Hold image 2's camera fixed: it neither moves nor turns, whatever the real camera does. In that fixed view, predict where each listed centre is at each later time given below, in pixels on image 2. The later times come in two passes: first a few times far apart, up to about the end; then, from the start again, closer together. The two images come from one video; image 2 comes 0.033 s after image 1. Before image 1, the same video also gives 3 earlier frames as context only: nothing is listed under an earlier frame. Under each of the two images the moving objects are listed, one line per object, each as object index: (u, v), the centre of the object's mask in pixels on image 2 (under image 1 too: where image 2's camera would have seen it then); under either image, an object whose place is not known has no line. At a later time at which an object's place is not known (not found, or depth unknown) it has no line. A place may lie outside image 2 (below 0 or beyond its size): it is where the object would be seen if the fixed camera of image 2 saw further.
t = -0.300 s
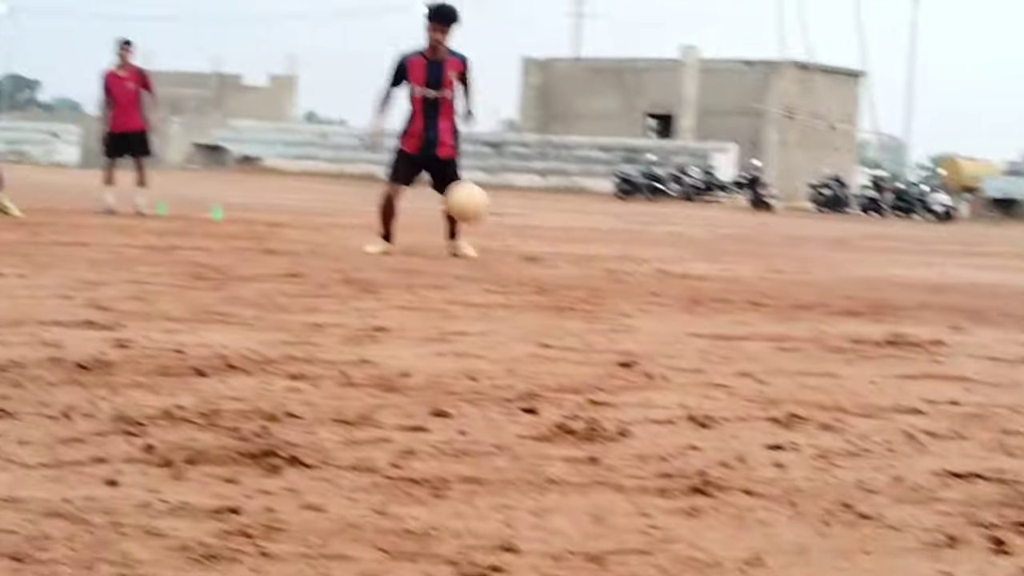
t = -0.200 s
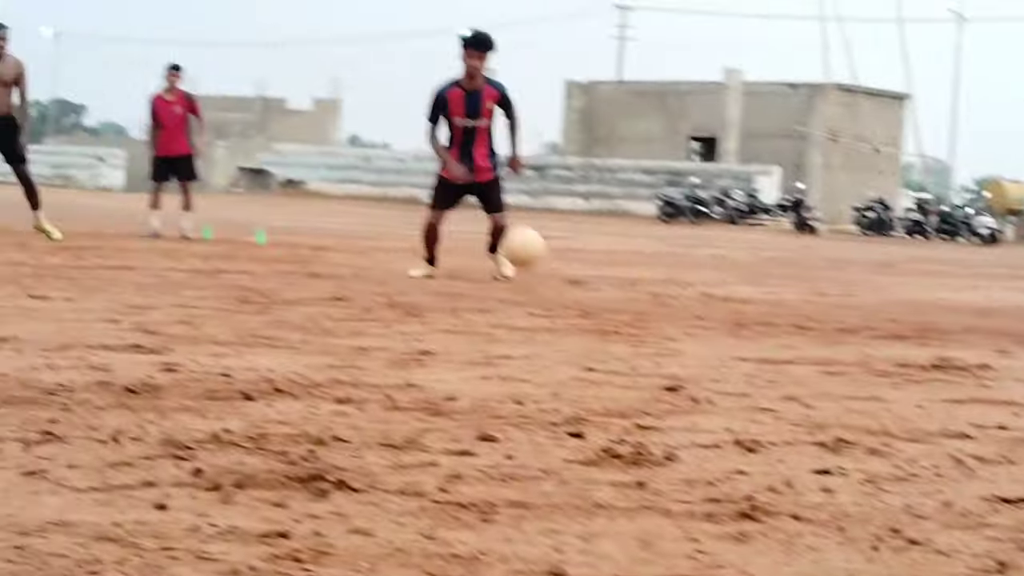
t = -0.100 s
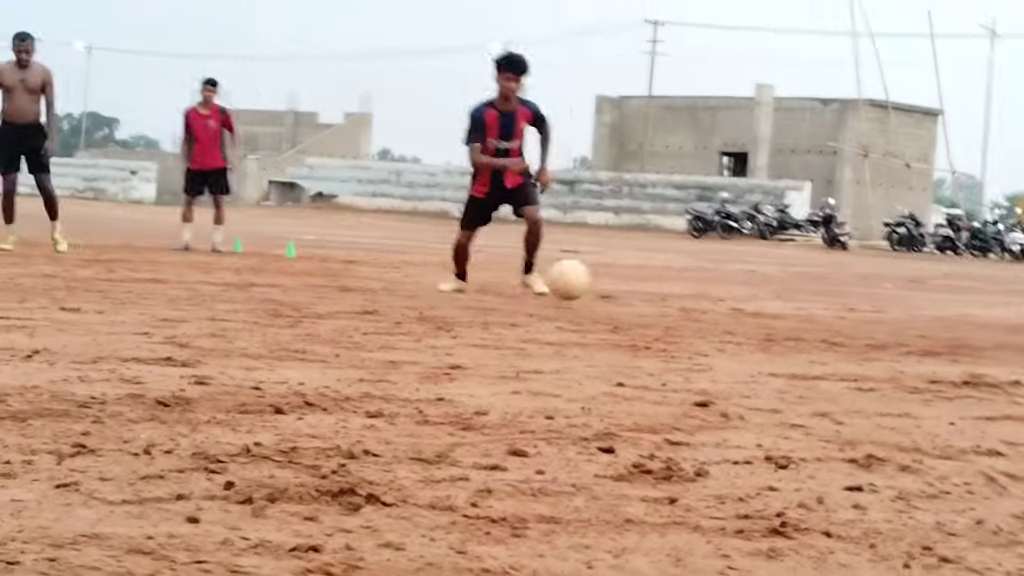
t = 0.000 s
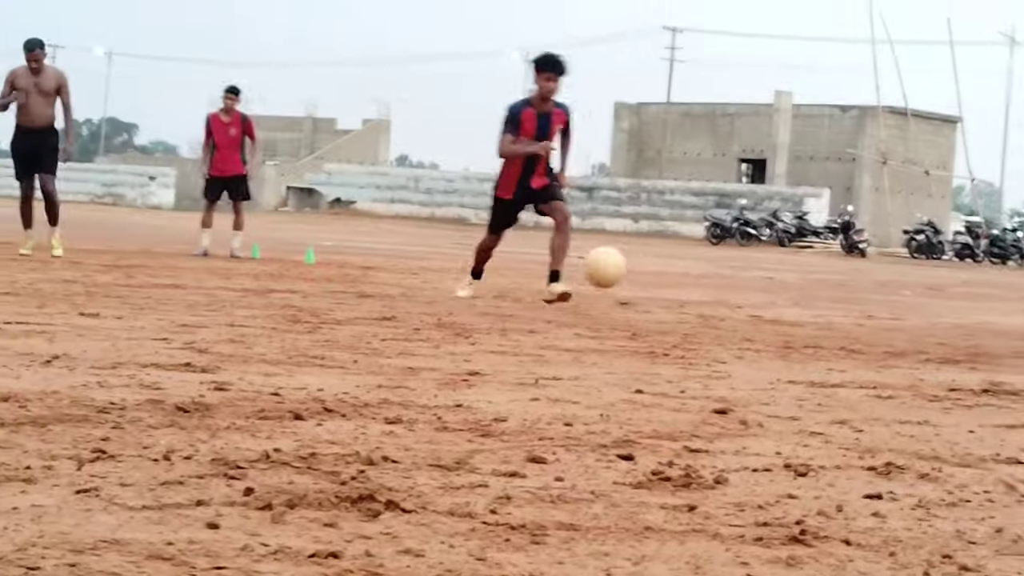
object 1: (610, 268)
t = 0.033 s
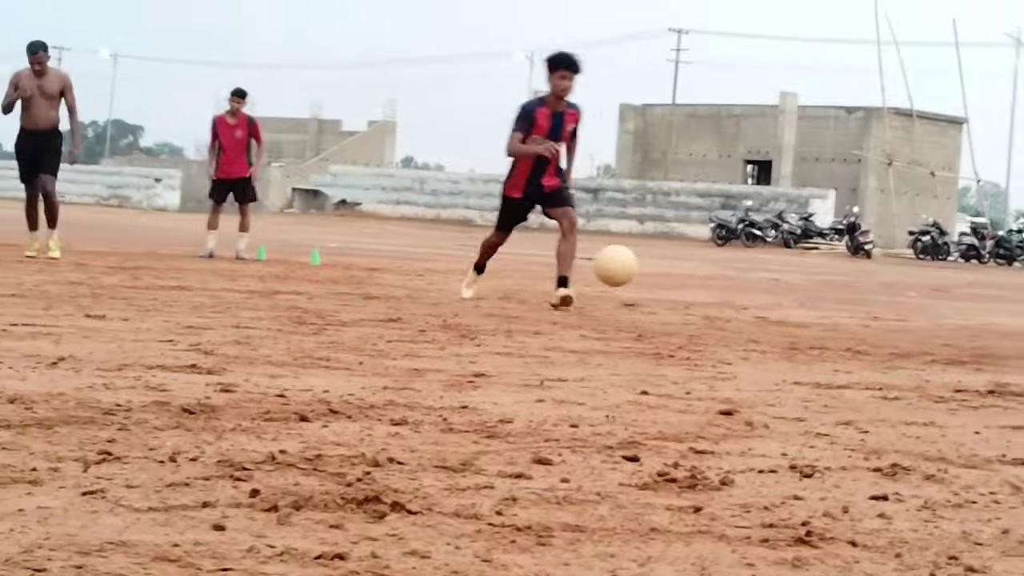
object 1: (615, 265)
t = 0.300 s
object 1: (665, 298)
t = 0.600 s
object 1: (729, 308)
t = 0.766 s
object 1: (767, 301)
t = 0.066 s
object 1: (622, 265)
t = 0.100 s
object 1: (628, 267)
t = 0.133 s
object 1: (634, 271)
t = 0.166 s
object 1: (640, 276)
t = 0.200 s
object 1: (646, 284)
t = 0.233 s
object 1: (652, 293)
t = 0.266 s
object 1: (658, 304)
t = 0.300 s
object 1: (665, 298)
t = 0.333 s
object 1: (674, 293)
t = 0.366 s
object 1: (682, 290)
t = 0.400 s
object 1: (688, 287)
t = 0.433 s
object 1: (695, 287)
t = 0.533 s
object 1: (715, 301)
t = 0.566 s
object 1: (721, 310)
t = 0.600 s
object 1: (729, 308)
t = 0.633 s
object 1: (737, 302)
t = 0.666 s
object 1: (745, 298)
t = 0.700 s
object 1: (752, 297)
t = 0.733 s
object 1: (760, 299)
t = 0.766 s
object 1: (767, 301)
